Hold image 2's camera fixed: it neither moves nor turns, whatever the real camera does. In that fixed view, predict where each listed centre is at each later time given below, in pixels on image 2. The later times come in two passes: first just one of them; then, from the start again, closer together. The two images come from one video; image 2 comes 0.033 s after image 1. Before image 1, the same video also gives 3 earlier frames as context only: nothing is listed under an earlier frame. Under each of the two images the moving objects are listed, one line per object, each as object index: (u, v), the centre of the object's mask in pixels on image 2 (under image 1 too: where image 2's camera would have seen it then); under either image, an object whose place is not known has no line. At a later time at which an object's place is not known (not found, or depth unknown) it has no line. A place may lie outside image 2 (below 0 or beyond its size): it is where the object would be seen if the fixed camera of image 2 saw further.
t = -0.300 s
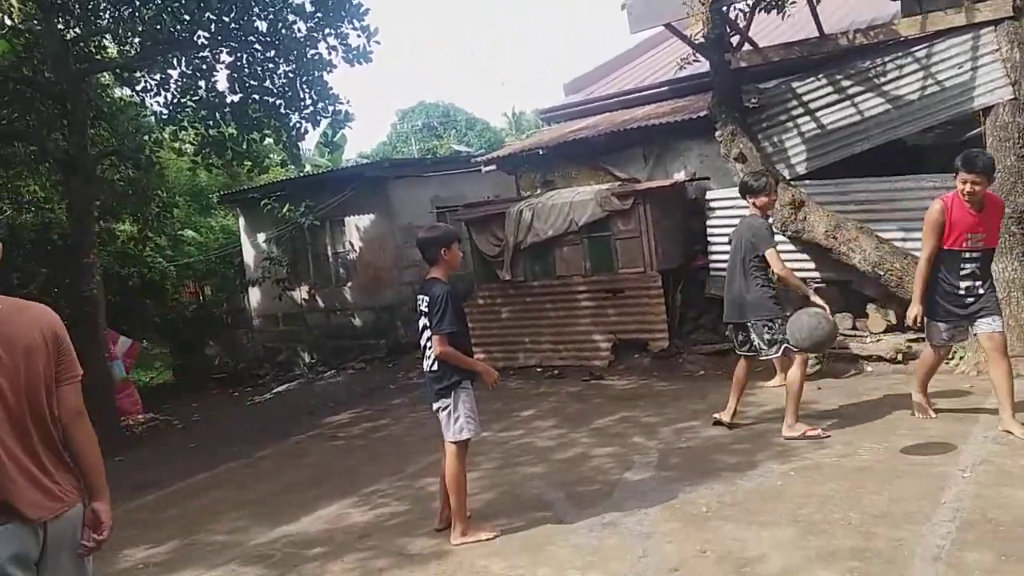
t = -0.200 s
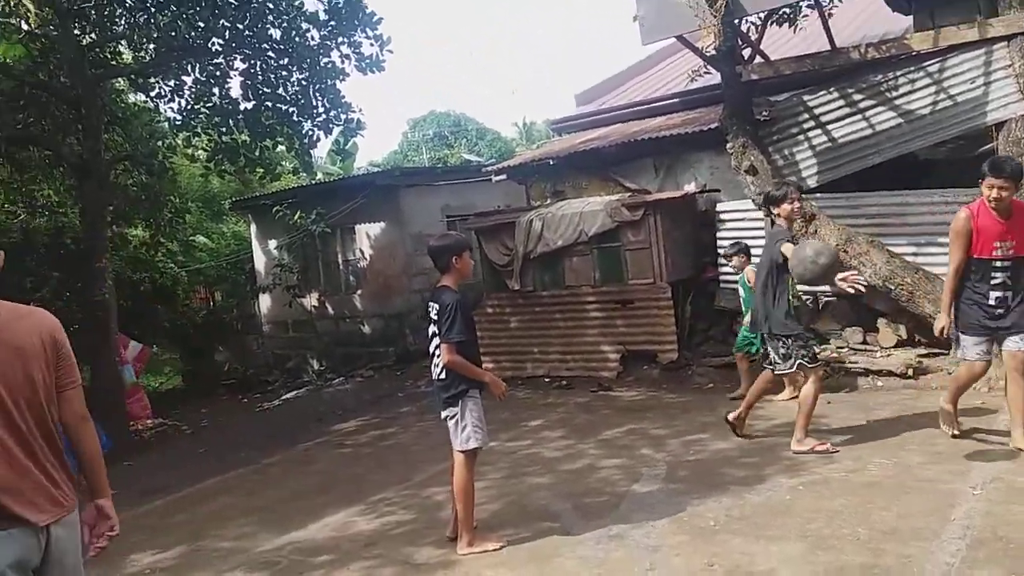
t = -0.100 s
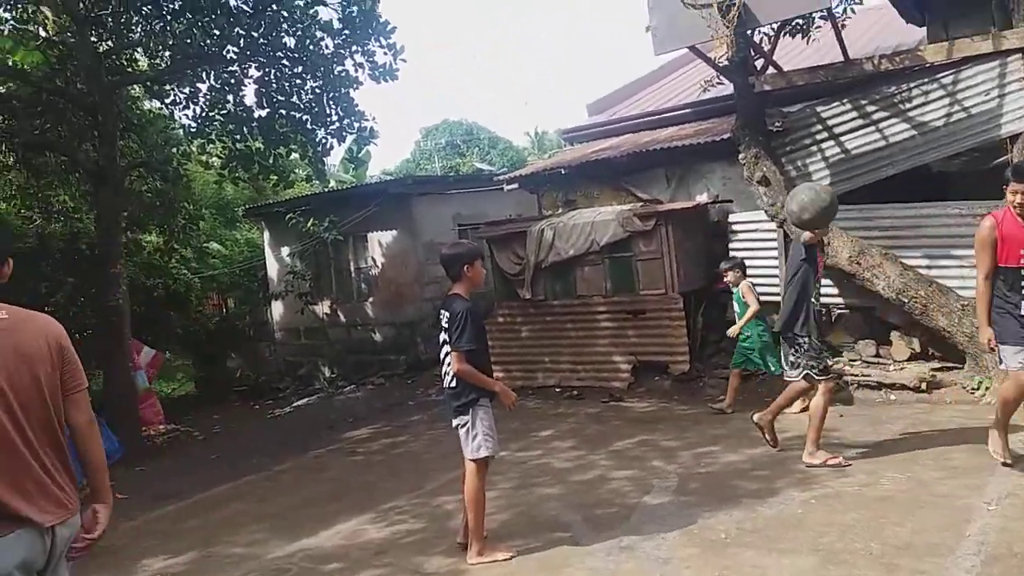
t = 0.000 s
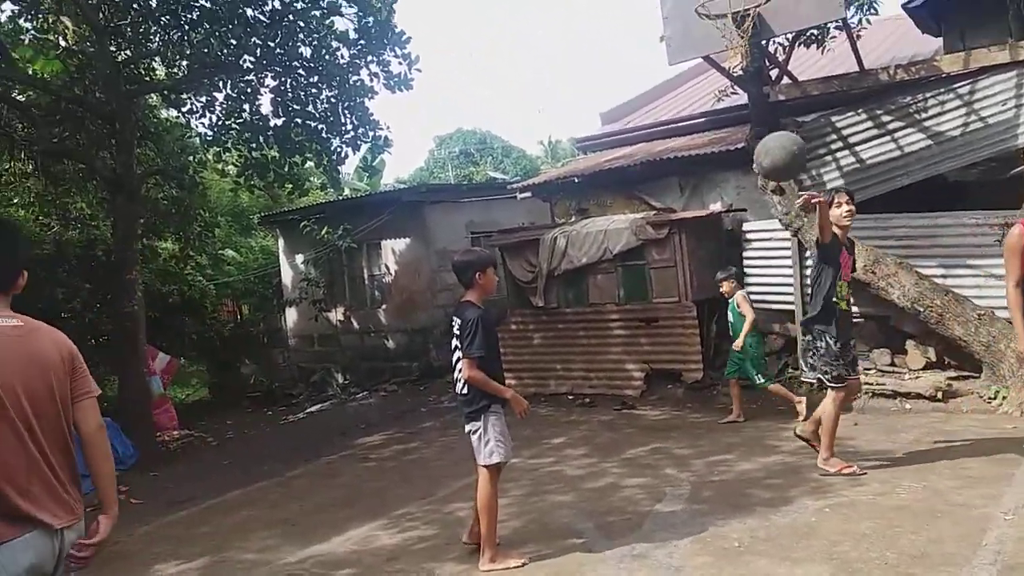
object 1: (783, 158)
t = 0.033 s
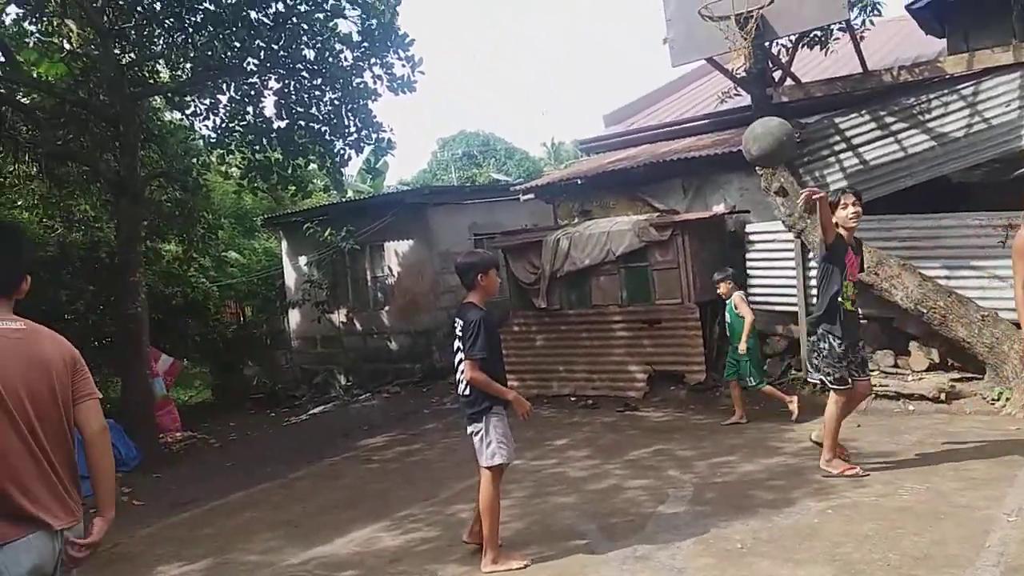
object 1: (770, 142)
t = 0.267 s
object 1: (663, 95)
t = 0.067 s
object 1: (754, 129)
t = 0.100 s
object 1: (739, 117)
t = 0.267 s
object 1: (663, 95)
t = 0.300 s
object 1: (648, 98)
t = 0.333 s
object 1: (633, 103)
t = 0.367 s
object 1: (618, 110)
